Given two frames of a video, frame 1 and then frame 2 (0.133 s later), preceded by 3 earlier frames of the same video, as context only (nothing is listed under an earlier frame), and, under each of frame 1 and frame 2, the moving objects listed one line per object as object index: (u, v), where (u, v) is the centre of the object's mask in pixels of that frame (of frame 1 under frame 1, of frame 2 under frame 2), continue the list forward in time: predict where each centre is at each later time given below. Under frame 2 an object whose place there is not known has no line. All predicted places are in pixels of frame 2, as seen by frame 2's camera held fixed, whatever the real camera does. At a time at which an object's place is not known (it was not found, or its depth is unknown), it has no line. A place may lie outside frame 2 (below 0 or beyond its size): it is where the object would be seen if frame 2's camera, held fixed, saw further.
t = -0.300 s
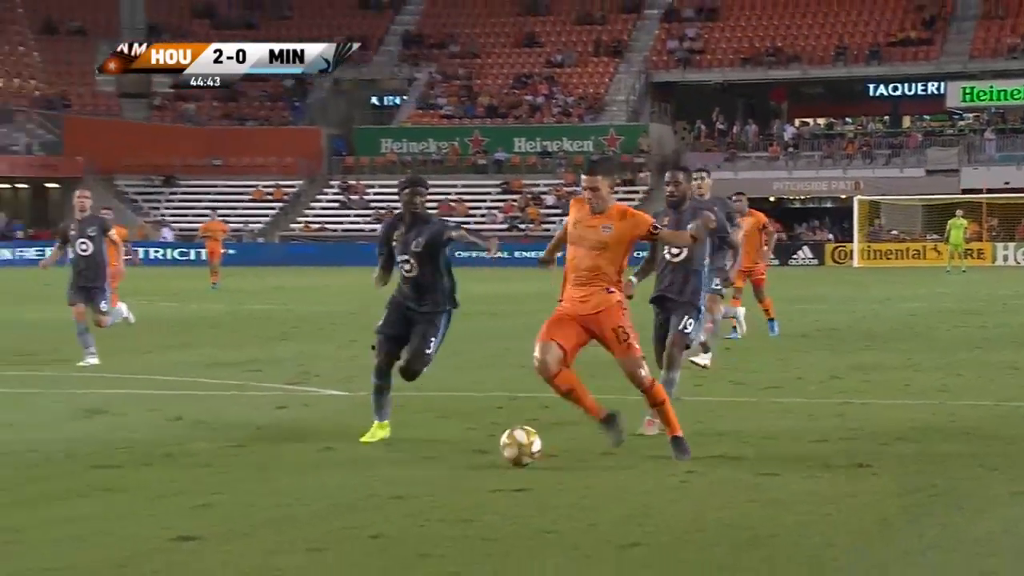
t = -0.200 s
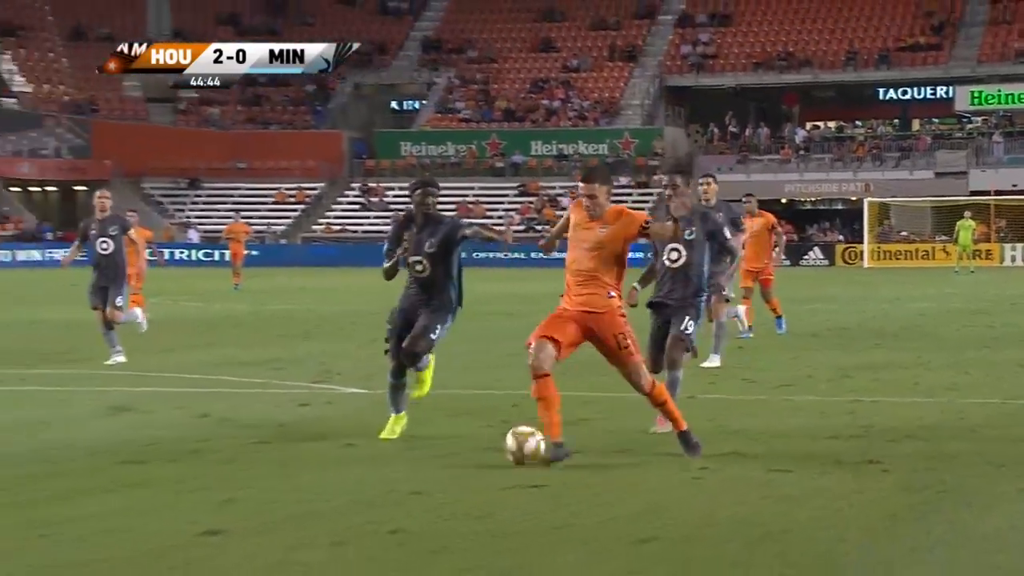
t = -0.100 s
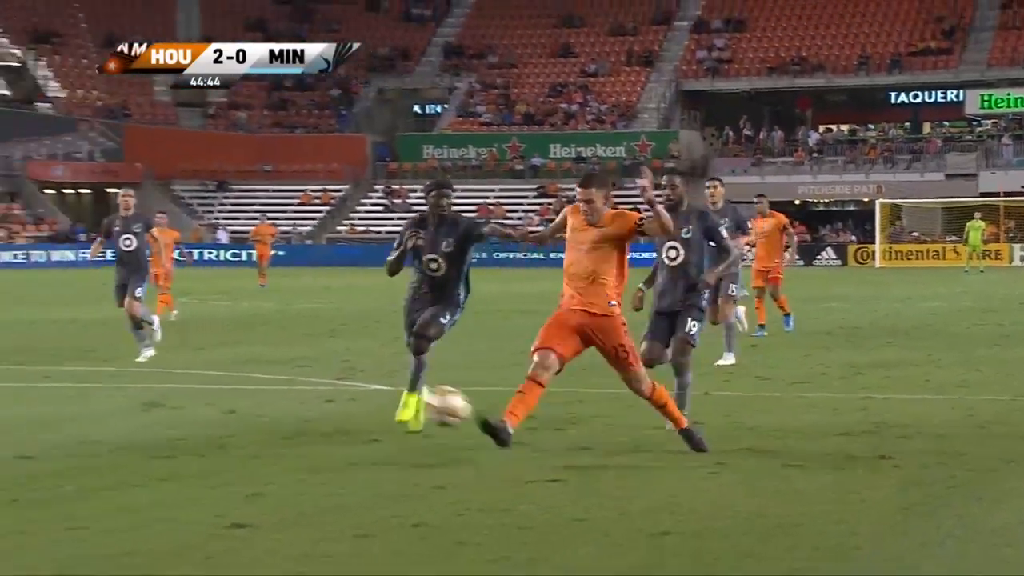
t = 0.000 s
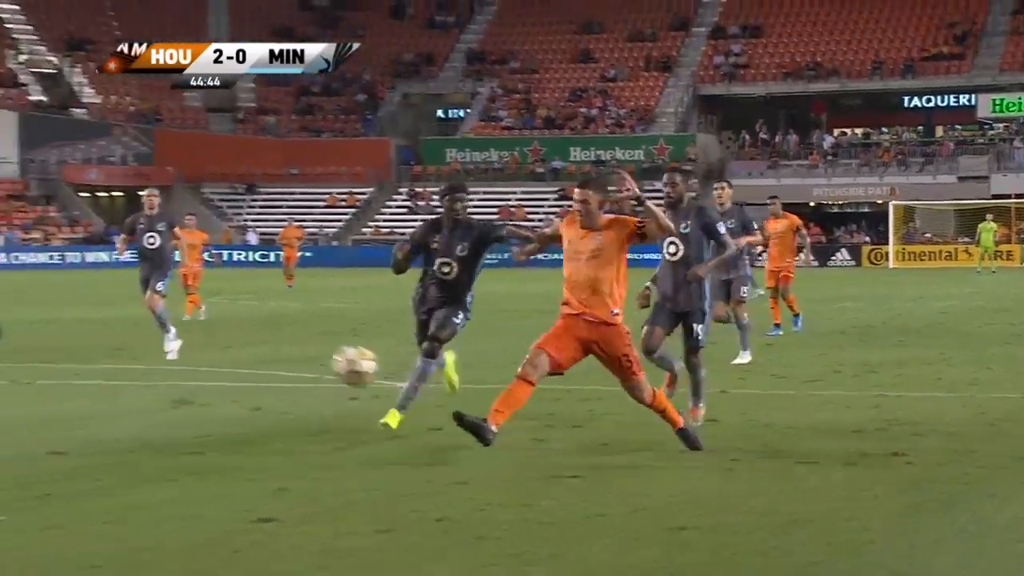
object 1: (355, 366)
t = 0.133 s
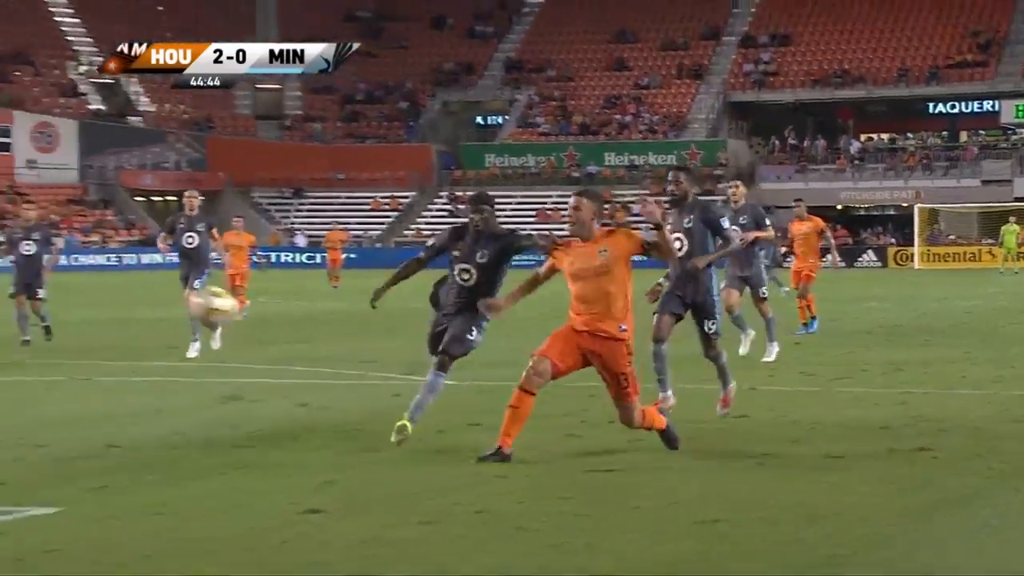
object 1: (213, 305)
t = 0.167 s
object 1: (178, 296)
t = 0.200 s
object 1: (126, 282)
